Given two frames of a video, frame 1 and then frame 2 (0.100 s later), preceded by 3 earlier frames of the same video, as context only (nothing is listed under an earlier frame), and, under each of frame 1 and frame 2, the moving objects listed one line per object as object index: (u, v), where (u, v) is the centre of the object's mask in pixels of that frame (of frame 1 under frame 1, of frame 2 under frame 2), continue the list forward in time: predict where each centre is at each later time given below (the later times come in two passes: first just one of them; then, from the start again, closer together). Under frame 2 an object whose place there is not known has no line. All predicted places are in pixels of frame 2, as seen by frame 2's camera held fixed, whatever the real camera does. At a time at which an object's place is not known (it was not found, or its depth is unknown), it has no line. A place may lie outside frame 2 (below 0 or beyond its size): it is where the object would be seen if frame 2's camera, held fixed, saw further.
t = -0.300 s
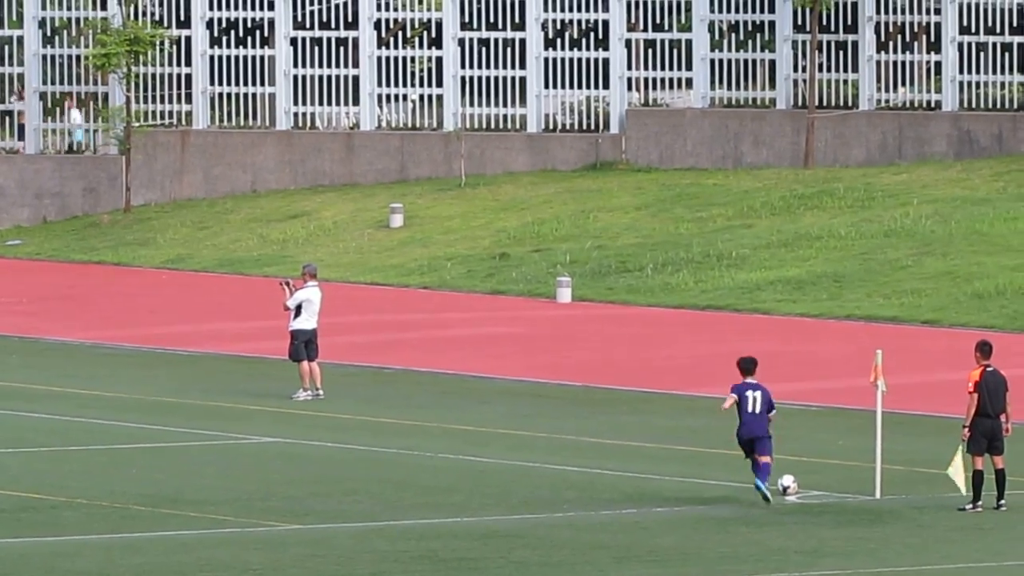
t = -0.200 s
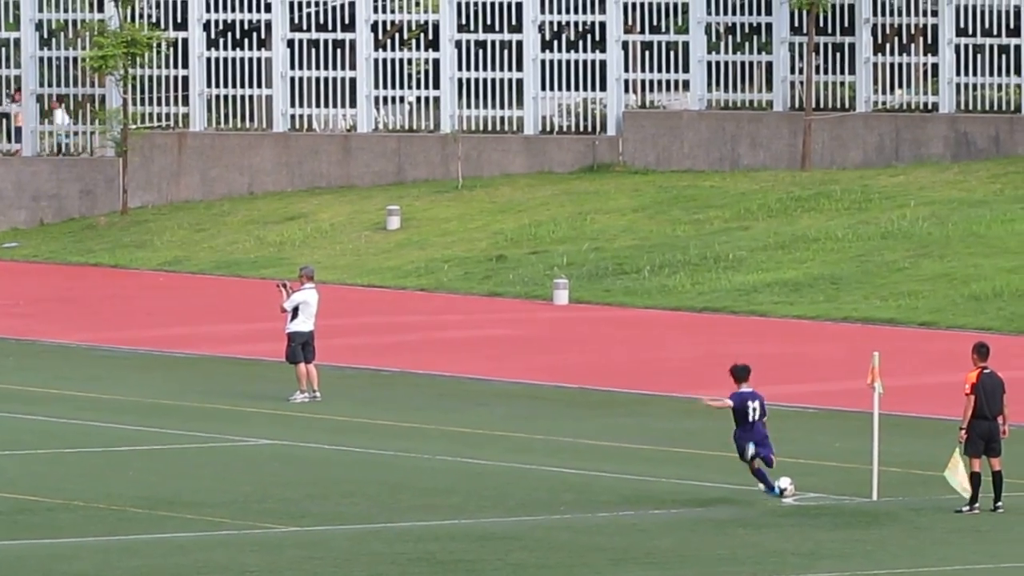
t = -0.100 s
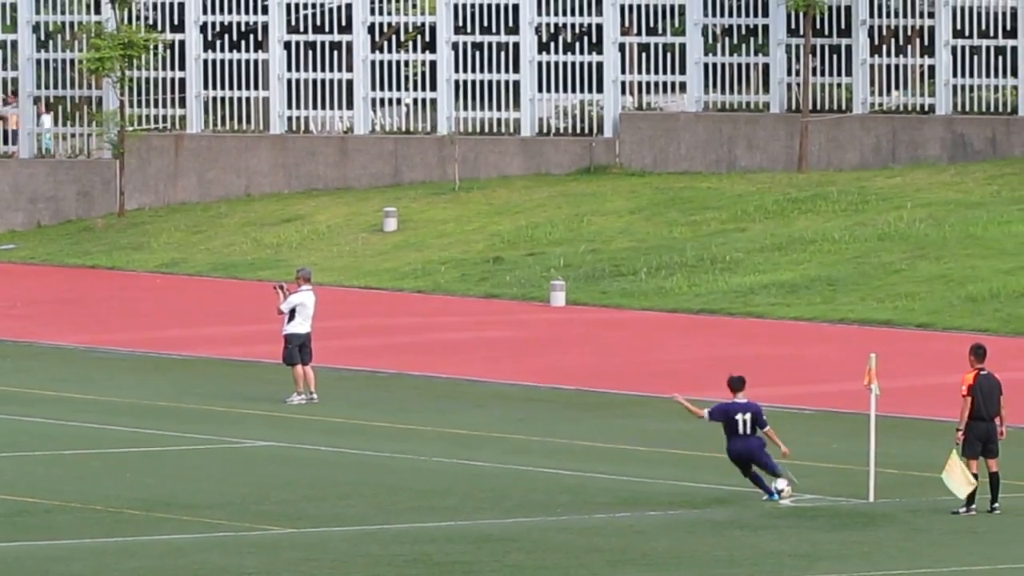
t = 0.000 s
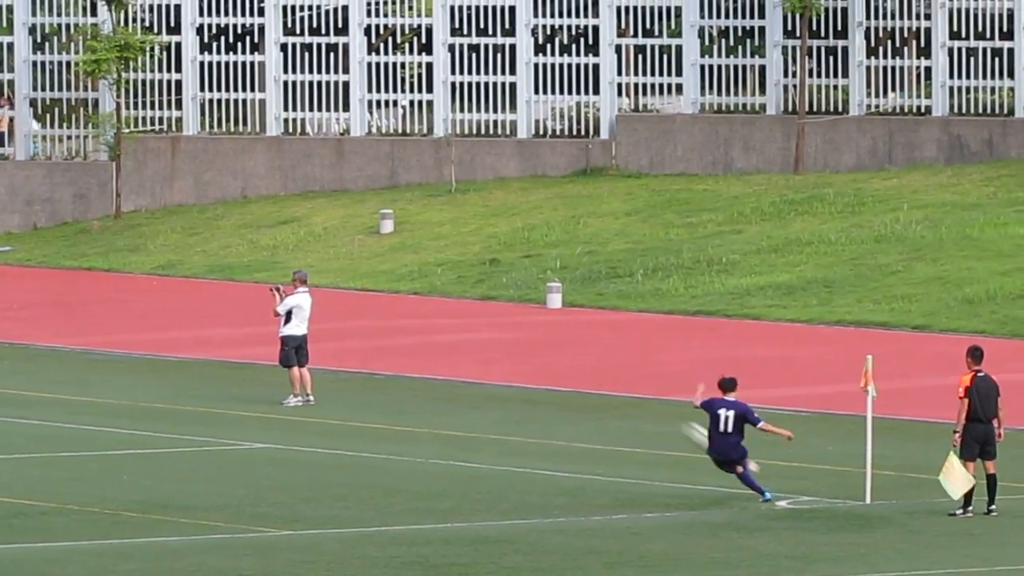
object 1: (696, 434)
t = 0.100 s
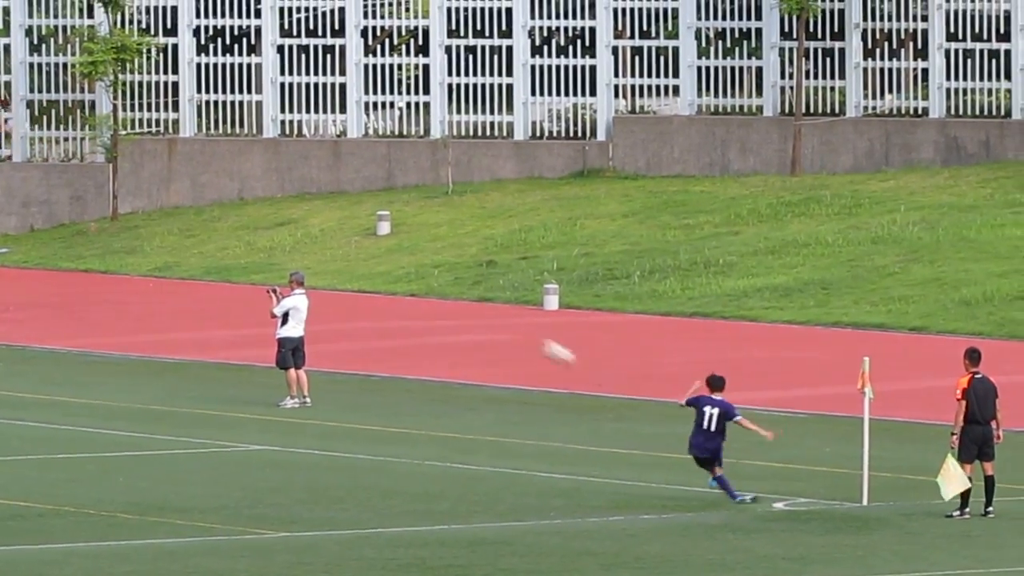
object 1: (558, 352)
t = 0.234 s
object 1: (376, 260)
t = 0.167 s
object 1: (466, 304)
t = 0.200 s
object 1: (422, 282)
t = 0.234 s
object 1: (376, 260)
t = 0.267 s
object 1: (334, 243)
